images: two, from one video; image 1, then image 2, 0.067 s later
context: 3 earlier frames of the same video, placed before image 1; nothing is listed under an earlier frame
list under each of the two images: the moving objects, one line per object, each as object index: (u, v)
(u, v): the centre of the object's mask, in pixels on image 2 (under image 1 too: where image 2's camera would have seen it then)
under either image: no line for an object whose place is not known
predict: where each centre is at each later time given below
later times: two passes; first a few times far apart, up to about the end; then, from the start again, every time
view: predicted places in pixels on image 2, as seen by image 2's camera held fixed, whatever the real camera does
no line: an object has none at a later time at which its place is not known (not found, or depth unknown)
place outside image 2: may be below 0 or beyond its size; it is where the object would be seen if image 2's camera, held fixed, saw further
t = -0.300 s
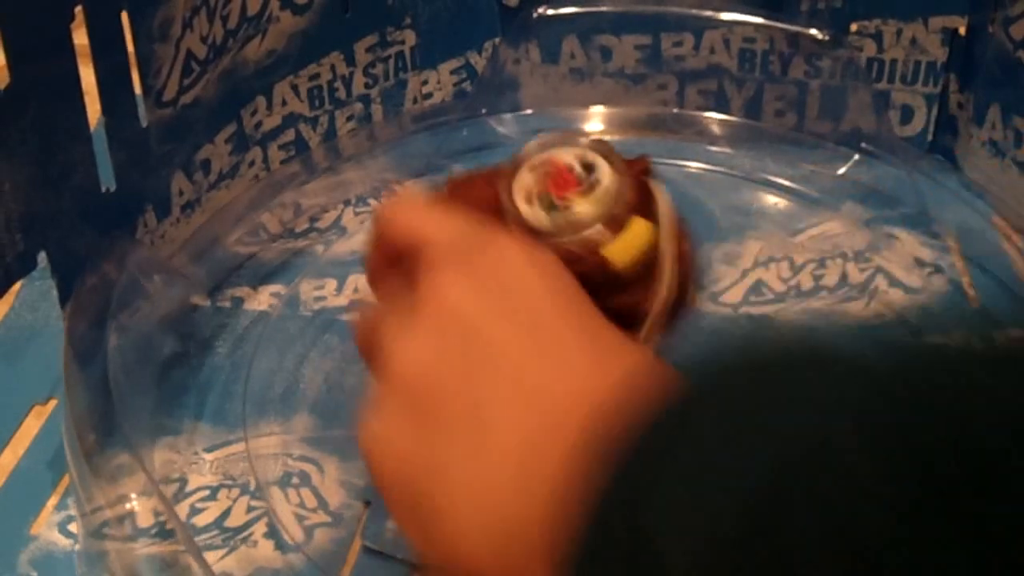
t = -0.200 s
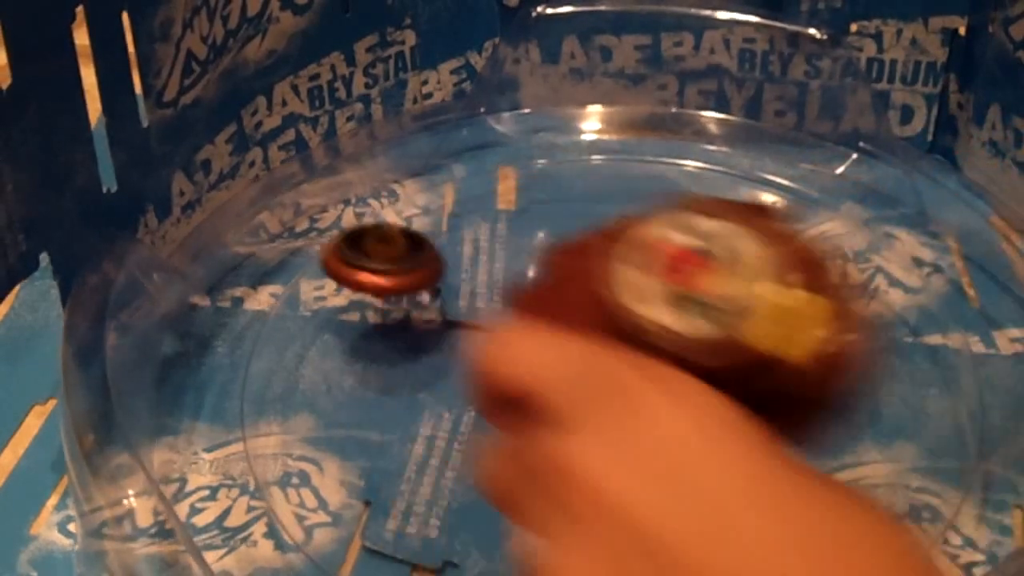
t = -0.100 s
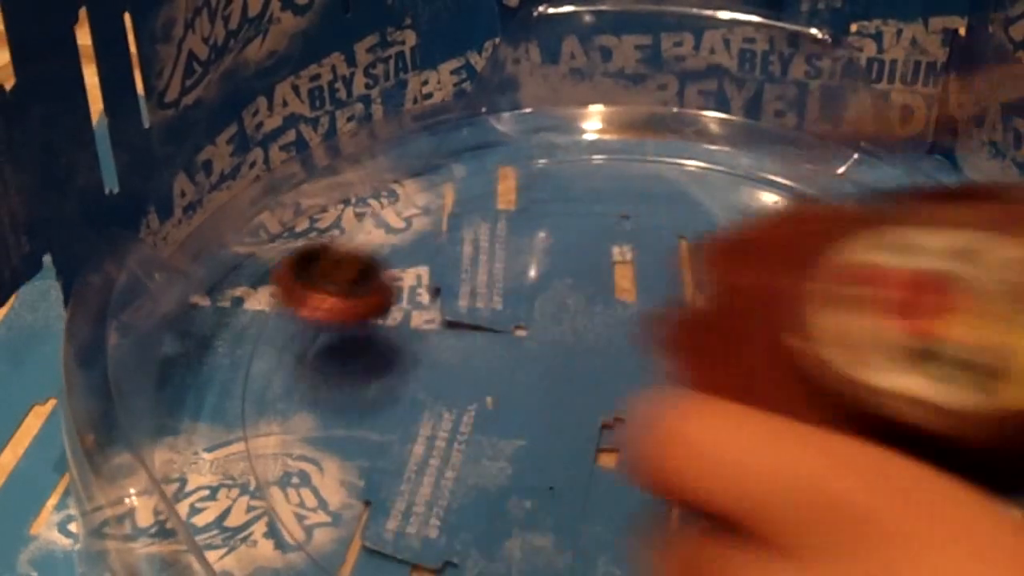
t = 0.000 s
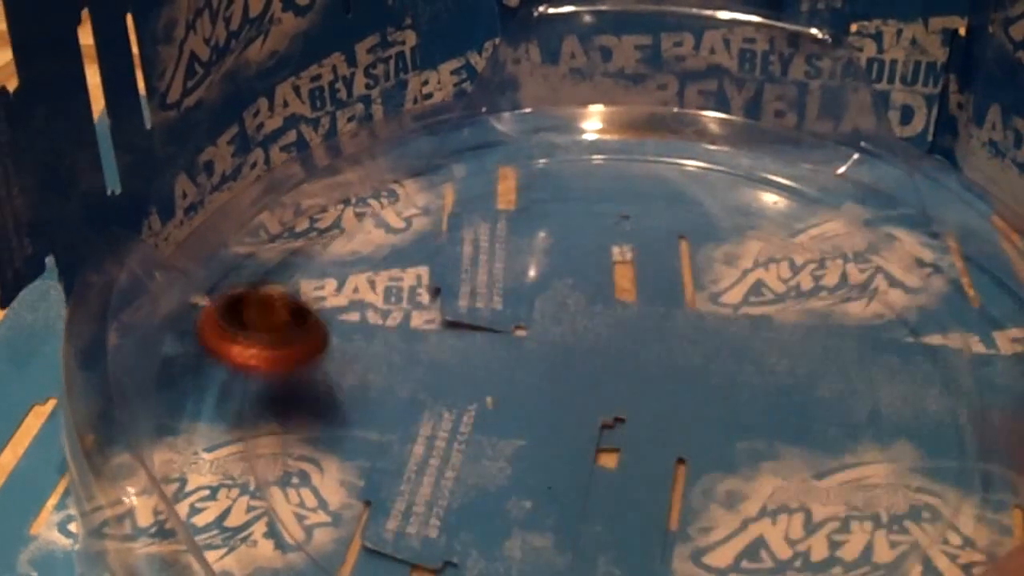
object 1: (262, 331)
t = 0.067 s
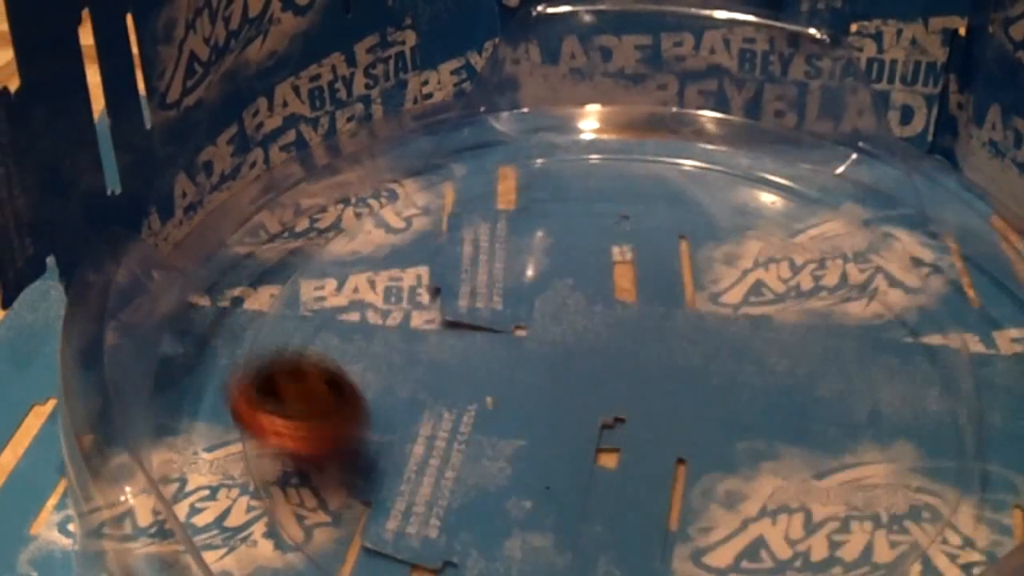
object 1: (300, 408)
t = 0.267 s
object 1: (523, 468)
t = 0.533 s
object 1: (557, 256)
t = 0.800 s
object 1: (321, 245)
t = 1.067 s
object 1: (545, 426)
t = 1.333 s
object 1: (763, 258)
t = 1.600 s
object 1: (572, 168)
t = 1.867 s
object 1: (554, 410)
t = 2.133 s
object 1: (889, 413)
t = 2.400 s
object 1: (798, 254)
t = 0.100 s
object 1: (318, 438)
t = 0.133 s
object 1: (344, 461)
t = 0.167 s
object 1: (381, 475)
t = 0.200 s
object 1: (428, 483)
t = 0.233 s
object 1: (476, 481)
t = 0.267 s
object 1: (523, 468)
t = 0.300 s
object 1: (561, 450)
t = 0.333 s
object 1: (589, 424)
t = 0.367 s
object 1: (605, 395)
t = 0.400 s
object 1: (611, 365)
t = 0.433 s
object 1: (609, 335)
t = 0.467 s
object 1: (598, 307)
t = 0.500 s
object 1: (581, 280)
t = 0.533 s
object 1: (557, 256)
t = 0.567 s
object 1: (530, 237)
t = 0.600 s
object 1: (498, 221)
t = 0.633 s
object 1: (465, 211)
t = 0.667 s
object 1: (430, 205)
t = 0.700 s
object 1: (398, 206)
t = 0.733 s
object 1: (366, 213)
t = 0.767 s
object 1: (339, 225)
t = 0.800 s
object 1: (321, 245)
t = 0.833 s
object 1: (313, 269)
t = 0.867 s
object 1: (316, 298)
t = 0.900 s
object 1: (335, 334)
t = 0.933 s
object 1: (364, 364)
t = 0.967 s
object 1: (400, 389)
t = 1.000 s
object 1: (446, 410)
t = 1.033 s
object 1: (496, 422)
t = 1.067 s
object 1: (545, 426)
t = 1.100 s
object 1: (594, 420)
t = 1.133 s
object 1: (639, 410)
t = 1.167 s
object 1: (679, 391)
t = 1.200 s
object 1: (713, 369)
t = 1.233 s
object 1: (736, 346)
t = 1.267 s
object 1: (753, 318)
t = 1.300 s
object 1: (763, 286)
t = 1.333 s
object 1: (763, 258)
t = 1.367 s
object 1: (756, 229)
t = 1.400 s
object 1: (742, 206)
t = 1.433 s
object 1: (721, 184)
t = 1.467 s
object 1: (697, 167)
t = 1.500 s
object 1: (668, 156)
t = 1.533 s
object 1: (636, 152)
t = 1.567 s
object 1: (603, 155)
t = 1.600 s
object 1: (572, 168)
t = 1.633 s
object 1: (544, 187)
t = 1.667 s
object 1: (520, 215)
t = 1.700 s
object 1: (502, 248)
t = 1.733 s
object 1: (494, 282)
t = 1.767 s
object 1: (495, 318)
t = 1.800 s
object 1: (506, 351)
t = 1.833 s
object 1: (525, 382)
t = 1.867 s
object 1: (554, 410)
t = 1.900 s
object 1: (590, 433)
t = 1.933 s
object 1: (632, 451)
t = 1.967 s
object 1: (679, 462)
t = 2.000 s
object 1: (724, 466)
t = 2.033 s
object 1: (770, 460)
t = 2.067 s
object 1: (817, 452)
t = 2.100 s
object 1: (855, 436)
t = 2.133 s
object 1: (889, 413)
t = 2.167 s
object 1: (912, 388)
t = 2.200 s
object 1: (927, 362)
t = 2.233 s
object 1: (932, 336)
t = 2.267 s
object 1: (926, 308)
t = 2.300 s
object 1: (908, 286)
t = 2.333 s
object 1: (879, 270)
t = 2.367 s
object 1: (840, 259)
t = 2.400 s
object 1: (798, 254)
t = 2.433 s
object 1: (750, 259)
